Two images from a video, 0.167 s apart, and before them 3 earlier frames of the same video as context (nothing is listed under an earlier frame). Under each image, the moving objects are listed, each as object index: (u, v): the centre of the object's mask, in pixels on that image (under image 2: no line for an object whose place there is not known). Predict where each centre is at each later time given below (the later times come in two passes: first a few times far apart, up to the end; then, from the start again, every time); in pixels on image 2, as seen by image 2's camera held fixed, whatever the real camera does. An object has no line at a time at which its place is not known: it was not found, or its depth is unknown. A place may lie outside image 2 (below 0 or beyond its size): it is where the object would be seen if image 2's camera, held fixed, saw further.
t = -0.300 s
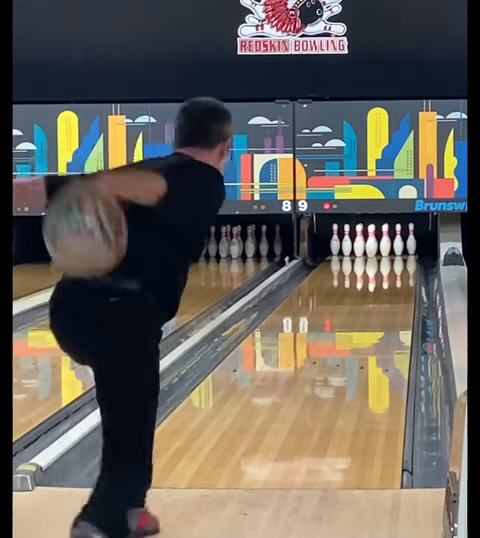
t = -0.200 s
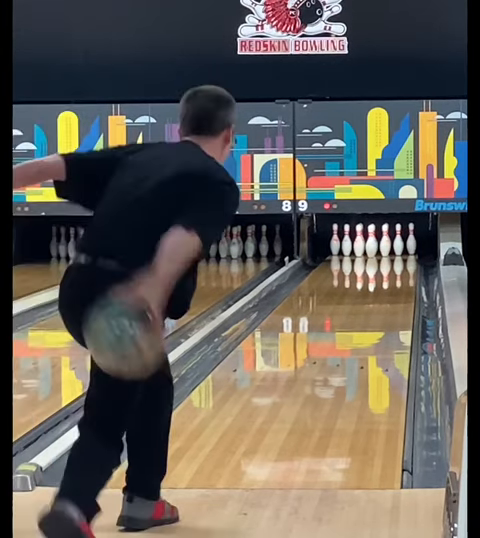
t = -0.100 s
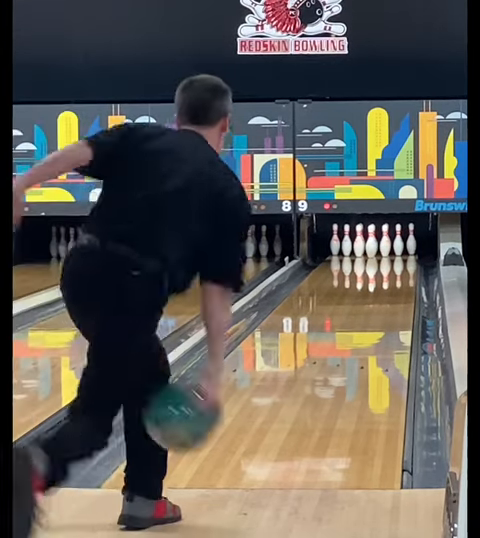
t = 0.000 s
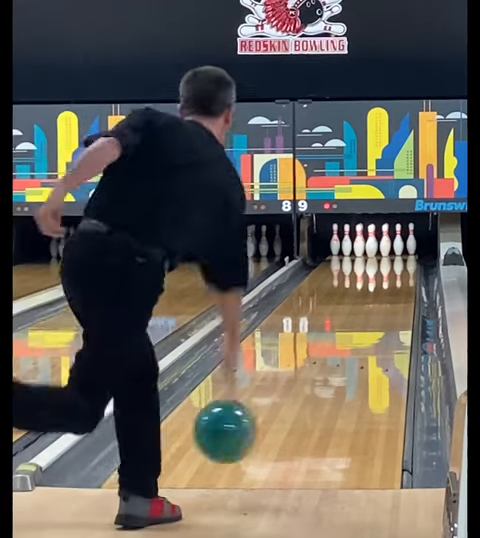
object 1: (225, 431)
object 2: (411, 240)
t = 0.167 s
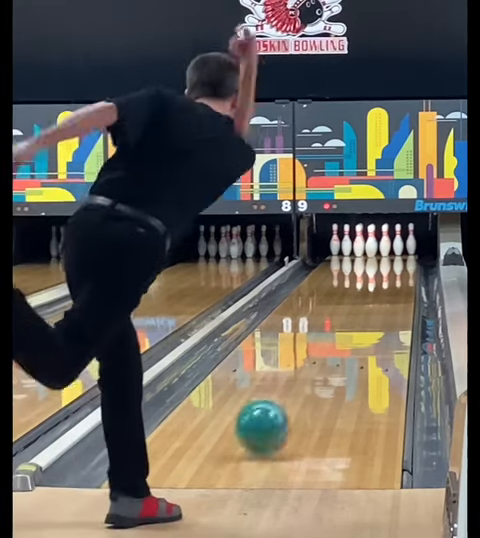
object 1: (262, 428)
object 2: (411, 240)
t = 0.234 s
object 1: (275, 416)
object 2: (411, 239)
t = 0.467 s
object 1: (308, 376)
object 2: (411, 240)
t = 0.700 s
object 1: (331, 347)
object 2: (411, 240)
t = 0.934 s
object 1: (347, 326)
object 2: (411, 240)
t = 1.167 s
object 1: (361, 308)
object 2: (411, 240)
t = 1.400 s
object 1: (372, 294)
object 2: (411, 240)
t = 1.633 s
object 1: (377, 282)
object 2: (411, 239)
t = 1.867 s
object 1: (382, 273)
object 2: (411, 240)
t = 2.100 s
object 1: (385, 265)
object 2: (411, 240)
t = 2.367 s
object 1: (385, 258)
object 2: (411, 239)
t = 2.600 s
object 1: (382, 252)
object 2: (411, 239)
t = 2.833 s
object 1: (378, 248)
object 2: (411, 239)
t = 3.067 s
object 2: (414, 236)
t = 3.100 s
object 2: (416, 246)
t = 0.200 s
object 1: (268, 420)
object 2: (411, 240)
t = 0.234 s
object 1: (275, 416)
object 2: (411, 239)
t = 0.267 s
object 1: (281, 410)
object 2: (411, 239)
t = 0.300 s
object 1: (286, 403)
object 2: (411, 240)
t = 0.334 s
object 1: (291, 397)
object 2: (411, 240)
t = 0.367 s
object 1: (295, 392)
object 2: (411, 240)
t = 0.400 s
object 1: (299, 387)
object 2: (411, 240)
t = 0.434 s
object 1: (305, 381)
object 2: (411, 240)
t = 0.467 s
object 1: (308, 376)
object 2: (411, 240)
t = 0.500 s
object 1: (312, 371)
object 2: (411, 240)
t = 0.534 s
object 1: (315, 367)
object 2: (411, 239)
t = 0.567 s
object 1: (318, 363)
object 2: (411, 240)
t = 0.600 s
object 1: (322, 358)
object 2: (411, 240)
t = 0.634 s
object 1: (326, 353)
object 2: (411, 239)
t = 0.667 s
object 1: (328, 350)
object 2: (411, 240)
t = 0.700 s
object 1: (331, 347)
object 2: (411, 240)
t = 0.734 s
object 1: (334, 343)
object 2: (411, 240)
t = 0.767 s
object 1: (336, 341)
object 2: (411, 240)
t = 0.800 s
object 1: (339, 337)
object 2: (411, 240)
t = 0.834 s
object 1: (342, 334)
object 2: (411, 239)
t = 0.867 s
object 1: (343, 331)
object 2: (411, 240)
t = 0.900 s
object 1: (346, 328)
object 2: (411, 240)
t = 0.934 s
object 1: (347, 326)
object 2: (411, 240)
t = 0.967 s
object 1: (349, 323)
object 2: (411, 240)
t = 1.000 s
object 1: (353, 320)
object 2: (411, 240)
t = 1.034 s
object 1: (354, 318)
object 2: (411, 240)
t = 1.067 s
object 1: (356, 315)
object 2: (411, 240)
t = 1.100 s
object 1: (358, 313)
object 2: (411, 240)
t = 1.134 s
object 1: (359, 311)
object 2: (411, 240)
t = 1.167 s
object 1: (361, 308)
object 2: (411, 240)
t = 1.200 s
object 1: (363, 306)
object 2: (411, 240)
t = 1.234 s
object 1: (364, 304)
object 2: (411, 240)
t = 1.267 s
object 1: (365, 303)
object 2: (411, 240)
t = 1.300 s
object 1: (367, 301)
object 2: (411, 240)
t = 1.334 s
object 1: (368, 298)
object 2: (411, 240)
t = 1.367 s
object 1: (370, 296)
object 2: (411, 240)
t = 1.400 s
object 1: (372, 294)
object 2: (411, 240)
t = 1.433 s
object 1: (371, 292)
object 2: (411, 239)
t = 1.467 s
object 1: (373, 291)
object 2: (411, 240)
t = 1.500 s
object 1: (373, 290)
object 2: (411, 240)
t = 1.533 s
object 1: (375, 288)
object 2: (411, 240)
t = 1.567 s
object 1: (376, 286)
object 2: (411, 239)
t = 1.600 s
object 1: (377, 284)
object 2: (411, 239)
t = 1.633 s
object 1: (377, 282)
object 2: (411, 239)
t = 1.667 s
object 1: (377, 281)
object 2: (411, 239)
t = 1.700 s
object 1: (378, 280)
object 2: (411, 239)
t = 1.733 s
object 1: (380, 278)
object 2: (411, 239)
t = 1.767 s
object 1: (381, 277)
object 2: (411, 240)
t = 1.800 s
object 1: (381, 275)
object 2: (411, 240)
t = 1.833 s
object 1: (381, 274)
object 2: (411, 240)
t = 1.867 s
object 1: (382, 273)
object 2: (411, 240)
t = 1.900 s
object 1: (382, 272)
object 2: (411, 240)
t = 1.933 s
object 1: (384, 271)
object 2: (411, 239)
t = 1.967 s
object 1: (384, 269)
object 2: (411, 240)
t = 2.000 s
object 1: (385, 268)
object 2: (411, 240)
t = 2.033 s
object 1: (384, 267)
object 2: (411, 240)
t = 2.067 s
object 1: (384, 267)
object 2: (411, 240)
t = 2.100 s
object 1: (385, 265)
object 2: (411, 240)
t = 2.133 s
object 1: (385, 264)
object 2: (411, 240)
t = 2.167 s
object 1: (386, 263)
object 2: (411, 240)
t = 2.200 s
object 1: (386, 262)
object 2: (411, 240)
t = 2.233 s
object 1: (386, 260)
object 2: (411, 240)
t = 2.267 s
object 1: (385, 260)
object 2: (411, 239)
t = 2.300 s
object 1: (385, 259)
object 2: (411, 240)
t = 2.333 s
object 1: (385, 258)
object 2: (411, 239)
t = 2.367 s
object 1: (385, 258)
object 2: (411, 239)
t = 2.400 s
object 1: (385, 257)
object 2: (411, 239)
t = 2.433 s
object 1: (384, 256)
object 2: (411, 239)
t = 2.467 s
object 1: (384, 256)
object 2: (411, 239)
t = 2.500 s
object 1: (384, 255)
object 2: (411, 239)
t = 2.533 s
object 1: (383, 255)
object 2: (411, 239)
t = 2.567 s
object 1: (382, 253)
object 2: (411, 239)
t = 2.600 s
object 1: (382, 252)
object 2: (411, 239)
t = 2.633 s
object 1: (380, 251)
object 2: (411, 239)
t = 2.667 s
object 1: (379, 250)
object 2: (411, 239)
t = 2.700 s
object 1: (378, 250)
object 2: (411, 239)
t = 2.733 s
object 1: (377, 249)
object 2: (411, 239)
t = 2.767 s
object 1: (378, 248)
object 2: (411, 239)
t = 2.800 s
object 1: (378, 248)
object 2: (411, 239)
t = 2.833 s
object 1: (378, 248)
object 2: (411, 239)
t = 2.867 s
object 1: (377, 248)
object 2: (410, 240)
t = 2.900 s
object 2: (409, 240)
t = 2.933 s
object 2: (411, 238)
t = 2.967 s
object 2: (411, 238)
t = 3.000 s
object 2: (411, 236)
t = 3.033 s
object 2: (413, 236)
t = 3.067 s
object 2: (414, 236)
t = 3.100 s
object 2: (416, 246)
